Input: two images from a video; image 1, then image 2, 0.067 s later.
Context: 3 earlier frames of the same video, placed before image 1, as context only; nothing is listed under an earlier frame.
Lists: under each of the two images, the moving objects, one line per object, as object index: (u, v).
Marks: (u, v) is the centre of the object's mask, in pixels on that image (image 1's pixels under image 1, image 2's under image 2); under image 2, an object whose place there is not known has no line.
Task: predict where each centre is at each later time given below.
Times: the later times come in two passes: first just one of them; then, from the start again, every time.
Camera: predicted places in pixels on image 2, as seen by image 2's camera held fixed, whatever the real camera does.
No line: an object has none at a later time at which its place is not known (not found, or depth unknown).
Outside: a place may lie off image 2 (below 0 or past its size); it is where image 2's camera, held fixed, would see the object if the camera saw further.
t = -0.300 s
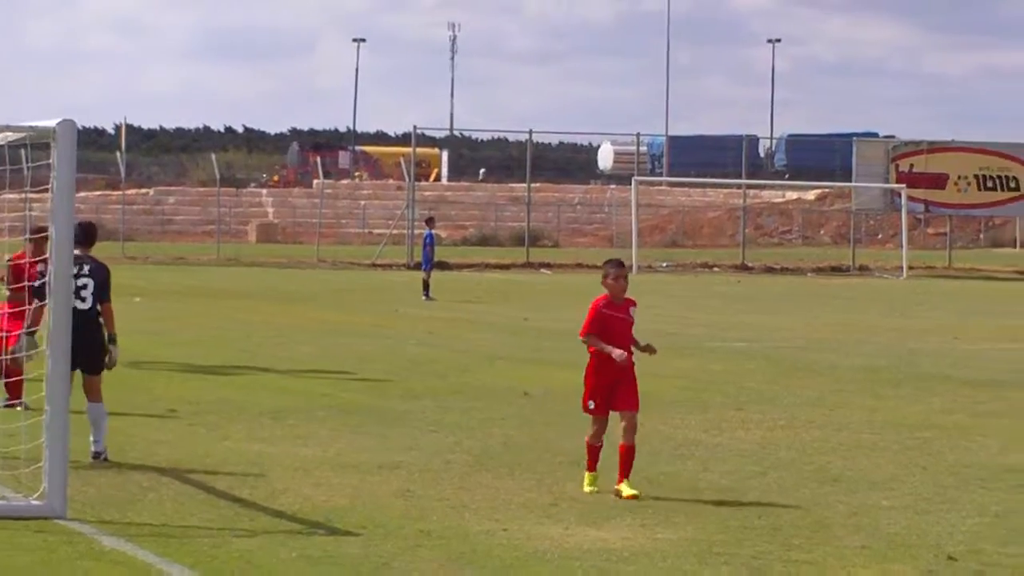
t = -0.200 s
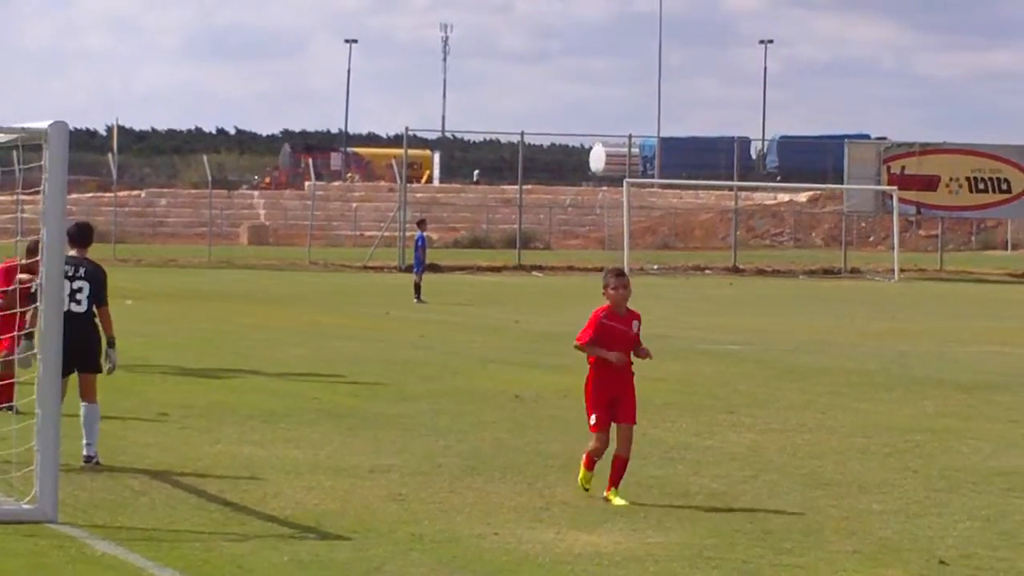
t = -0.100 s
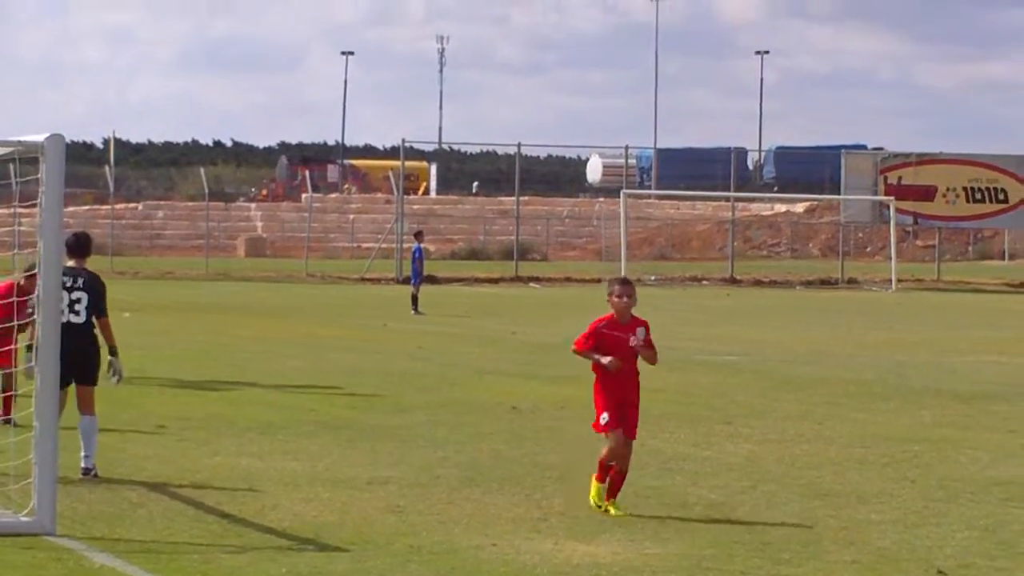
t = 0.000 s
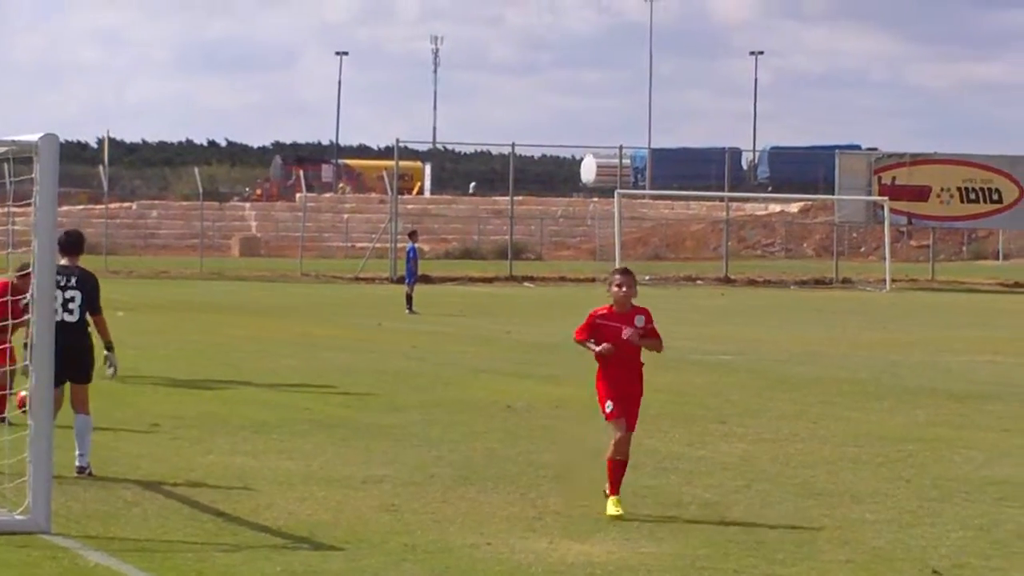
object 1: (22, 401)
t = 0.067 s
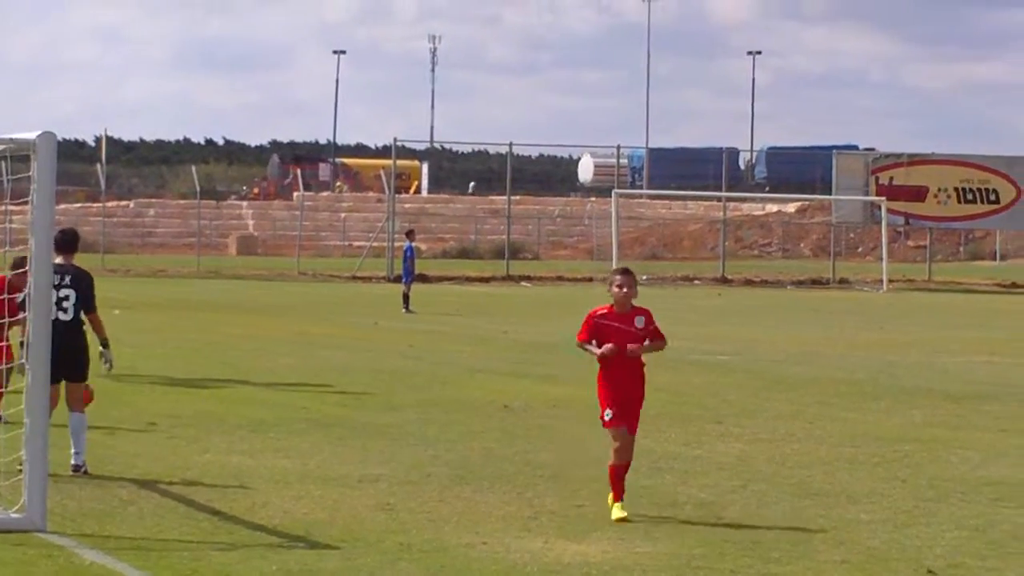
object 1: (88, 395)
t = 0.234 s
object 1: (222, 408)
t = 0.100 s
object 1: (108, 393)
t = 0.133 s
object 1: (136, 395)
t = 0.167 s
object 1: (165, 397)
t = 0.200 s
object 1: (193, 401)
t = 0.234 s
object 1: (222, 408)
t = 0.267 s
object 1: (251, 415)
